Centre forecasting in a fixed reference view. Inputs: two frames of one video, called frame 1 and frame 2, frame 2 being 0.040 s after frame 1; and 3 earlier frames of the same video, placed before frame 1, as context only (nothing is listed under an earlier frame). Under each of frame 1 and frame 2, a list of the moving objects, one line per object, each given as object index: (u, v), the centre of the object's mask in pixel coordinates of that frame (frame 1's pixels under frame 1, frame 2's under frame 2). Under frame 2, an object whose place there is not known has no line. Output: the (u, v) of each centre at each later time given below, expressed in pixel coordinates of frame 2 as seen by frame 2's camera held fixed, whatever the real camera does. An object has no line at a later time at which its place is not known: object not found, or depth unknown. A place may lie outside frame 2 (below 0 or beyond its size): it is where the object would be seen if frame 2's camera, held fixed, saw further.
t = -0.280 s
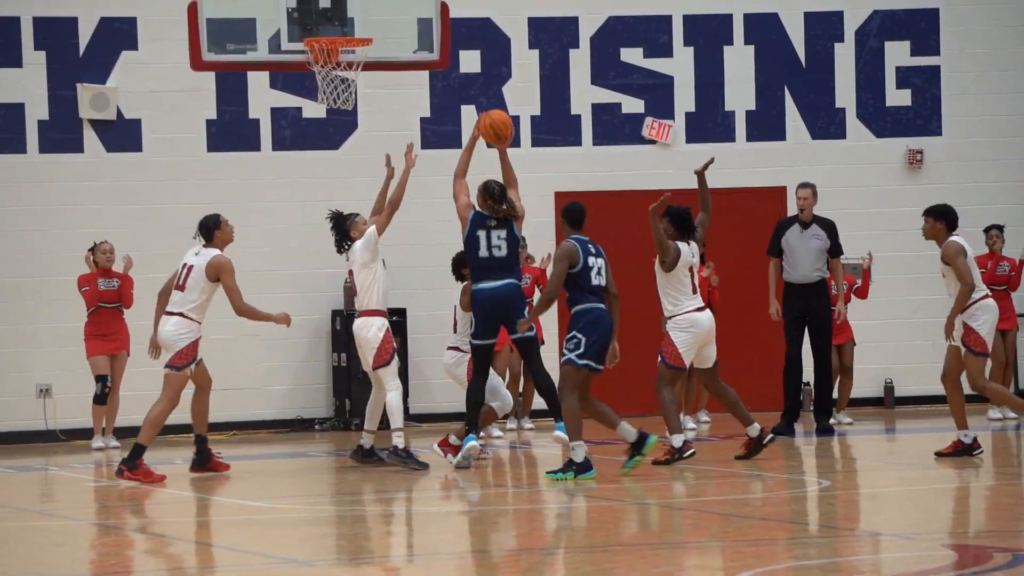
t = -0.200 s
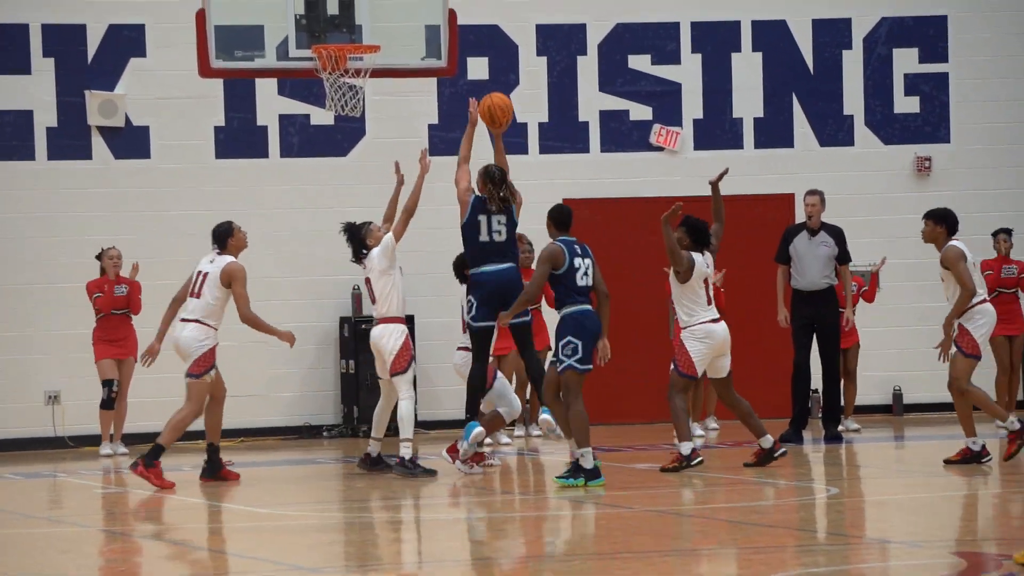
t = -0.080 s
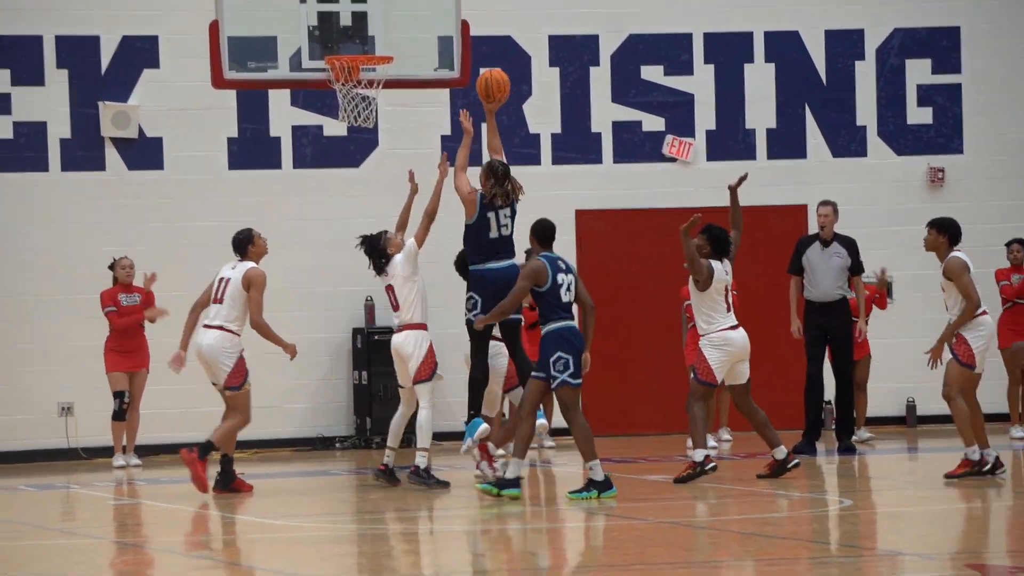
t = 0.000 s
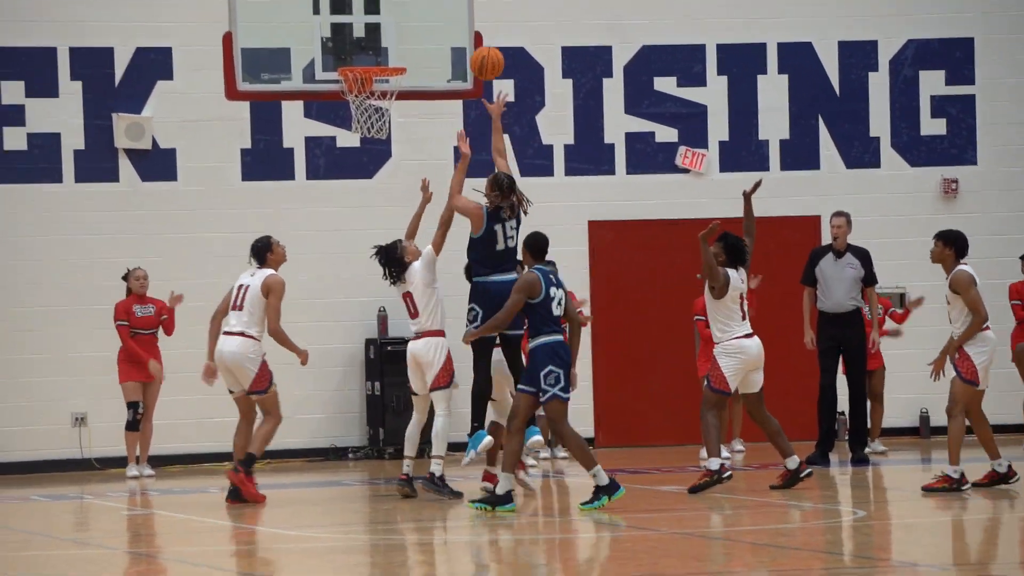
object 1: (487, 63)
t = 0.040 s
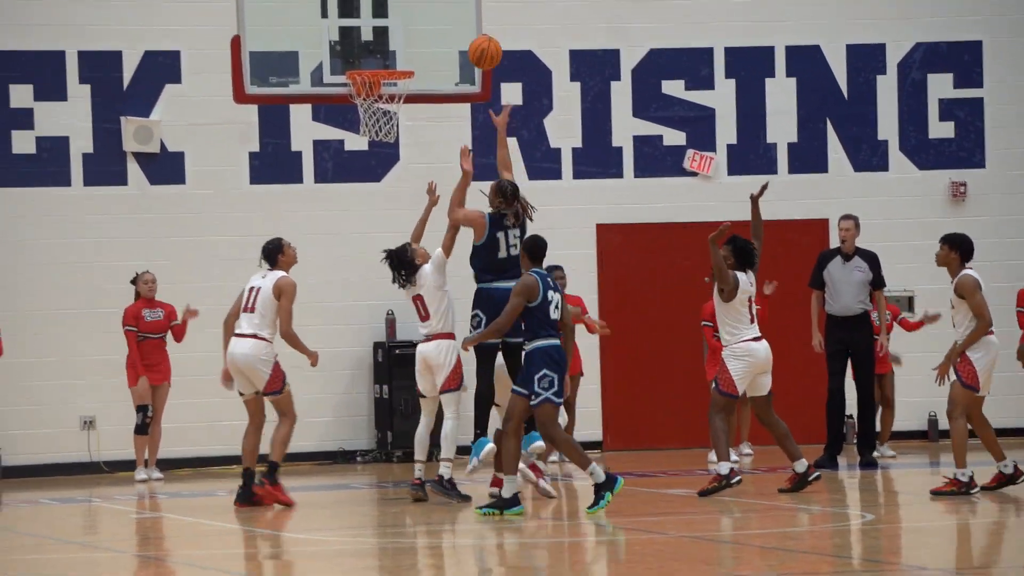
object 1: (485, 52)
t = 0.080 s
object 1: (477, 43)
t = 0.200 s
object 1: (447, 20)
